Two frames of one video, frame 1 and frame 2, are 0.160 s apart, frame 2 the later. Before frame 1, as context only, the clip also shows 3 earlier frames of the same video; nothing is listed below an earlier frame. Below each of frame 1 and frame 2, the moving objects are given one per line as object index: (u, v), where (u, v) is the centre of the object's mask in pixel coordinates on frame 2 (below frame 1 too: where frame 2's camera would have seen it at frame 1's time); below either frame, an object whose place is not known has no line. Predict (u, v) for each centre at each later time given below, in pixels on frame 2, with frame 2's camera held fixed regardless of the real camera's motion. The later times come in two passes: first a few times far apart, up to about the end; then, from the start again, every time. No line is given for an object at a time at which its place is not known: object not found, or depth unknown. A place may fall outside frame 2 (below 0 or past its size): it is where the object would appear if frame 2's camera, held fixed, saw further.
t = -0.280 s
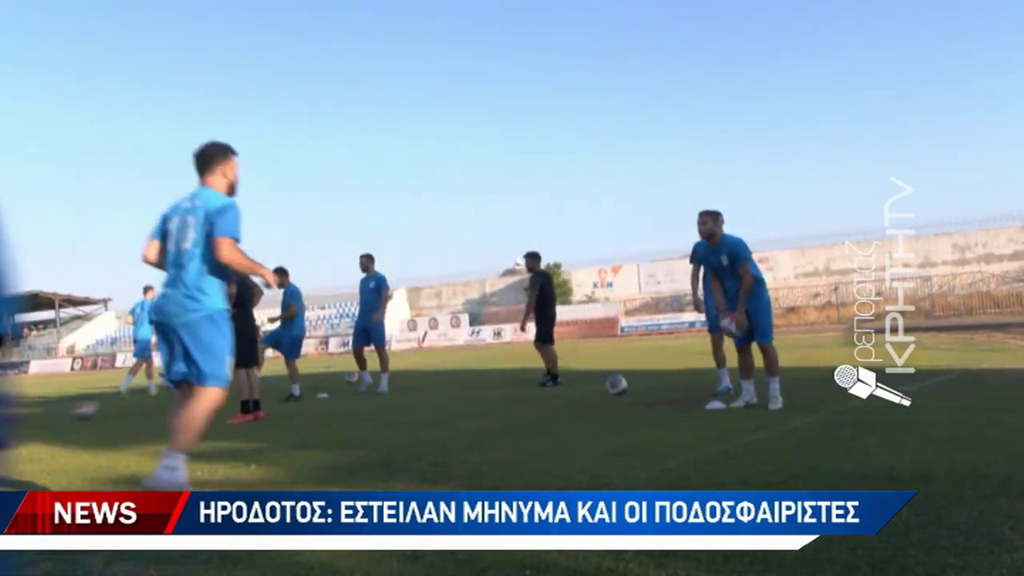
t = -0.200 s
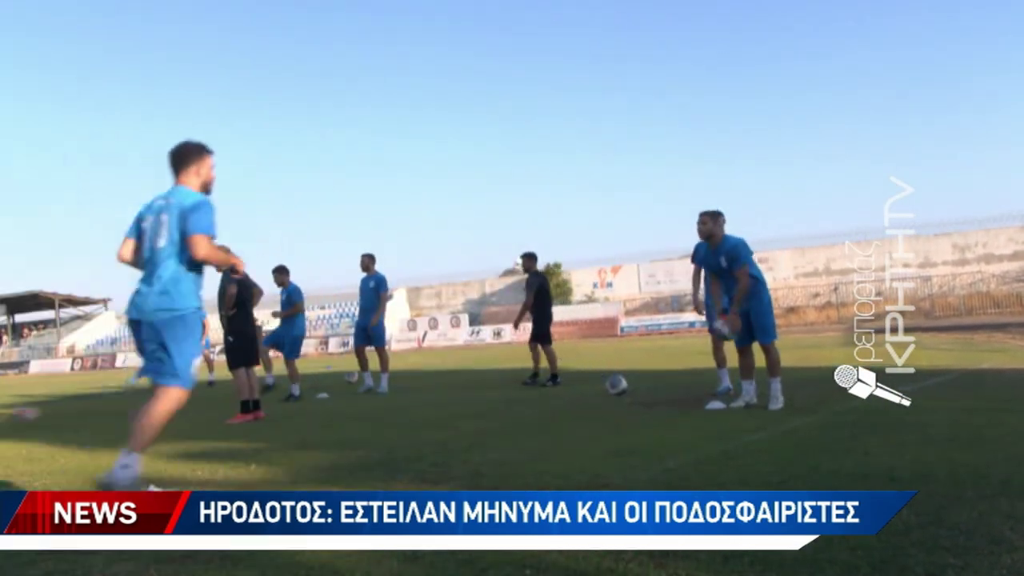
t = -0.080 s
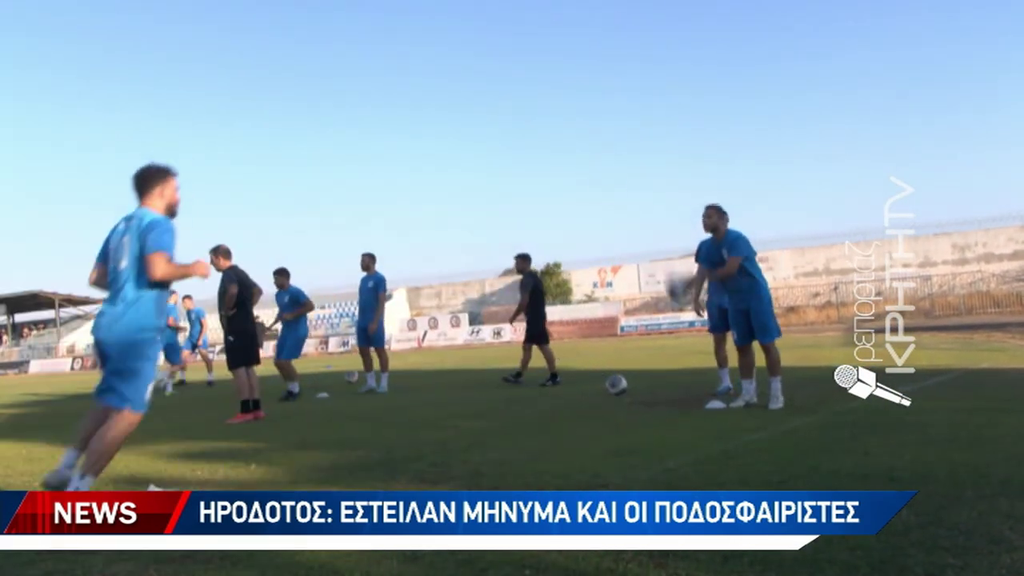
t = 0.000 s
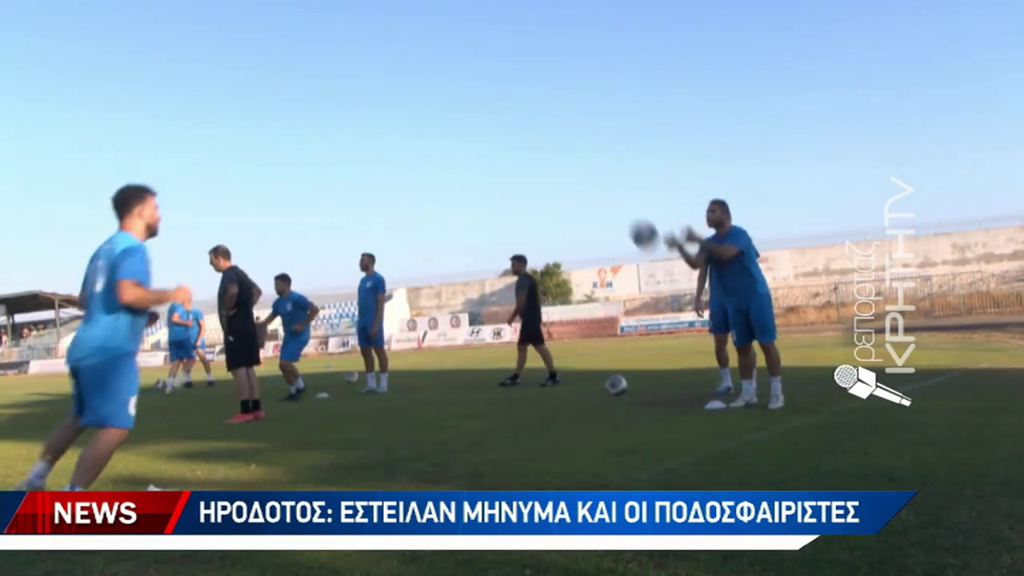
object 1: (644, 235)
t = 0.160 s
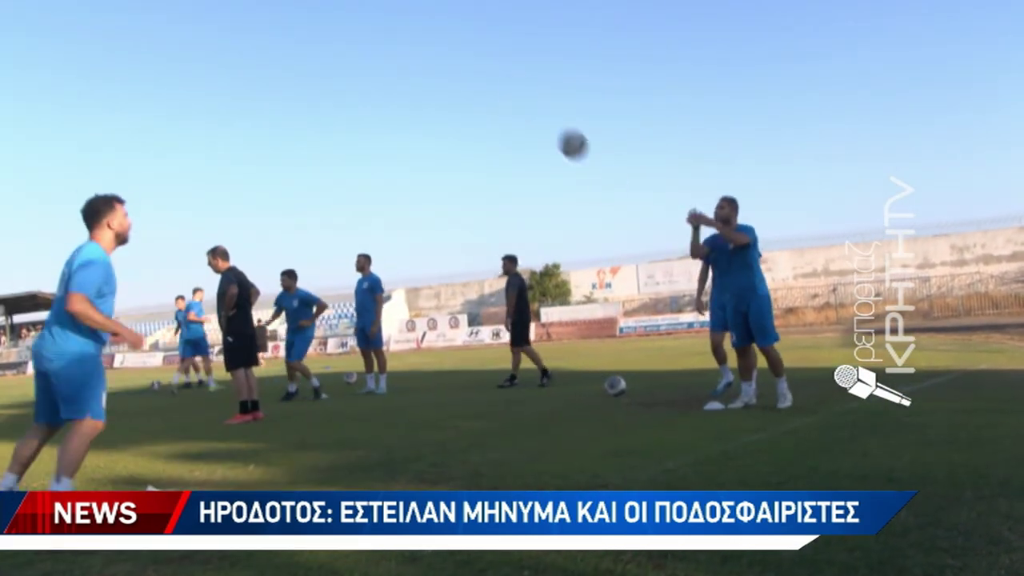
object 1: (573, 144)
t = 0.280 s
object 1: (519, 91)
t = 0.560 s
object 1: (387, 29)
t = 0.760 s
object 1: (288, 47)
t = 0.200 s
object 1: (555, 125)
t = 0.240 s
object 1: (537, 107)
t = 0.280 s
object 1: (519, 91)
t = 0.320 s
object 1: (500, 77)
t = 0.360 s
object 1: (481, 64)
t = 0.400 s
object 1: (463, 54)
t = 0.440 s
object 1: (444, 45)
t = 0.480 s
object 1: (425, 38)
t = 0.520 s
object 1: (406, 33)
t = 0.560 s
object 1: (387, 29)
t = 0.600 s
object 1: (367, 29)
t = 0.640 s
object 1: (348, 30)
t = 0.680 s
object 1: (329, 33)
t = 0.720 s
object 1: (309, 39)
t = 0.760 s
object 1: (288, 47)
